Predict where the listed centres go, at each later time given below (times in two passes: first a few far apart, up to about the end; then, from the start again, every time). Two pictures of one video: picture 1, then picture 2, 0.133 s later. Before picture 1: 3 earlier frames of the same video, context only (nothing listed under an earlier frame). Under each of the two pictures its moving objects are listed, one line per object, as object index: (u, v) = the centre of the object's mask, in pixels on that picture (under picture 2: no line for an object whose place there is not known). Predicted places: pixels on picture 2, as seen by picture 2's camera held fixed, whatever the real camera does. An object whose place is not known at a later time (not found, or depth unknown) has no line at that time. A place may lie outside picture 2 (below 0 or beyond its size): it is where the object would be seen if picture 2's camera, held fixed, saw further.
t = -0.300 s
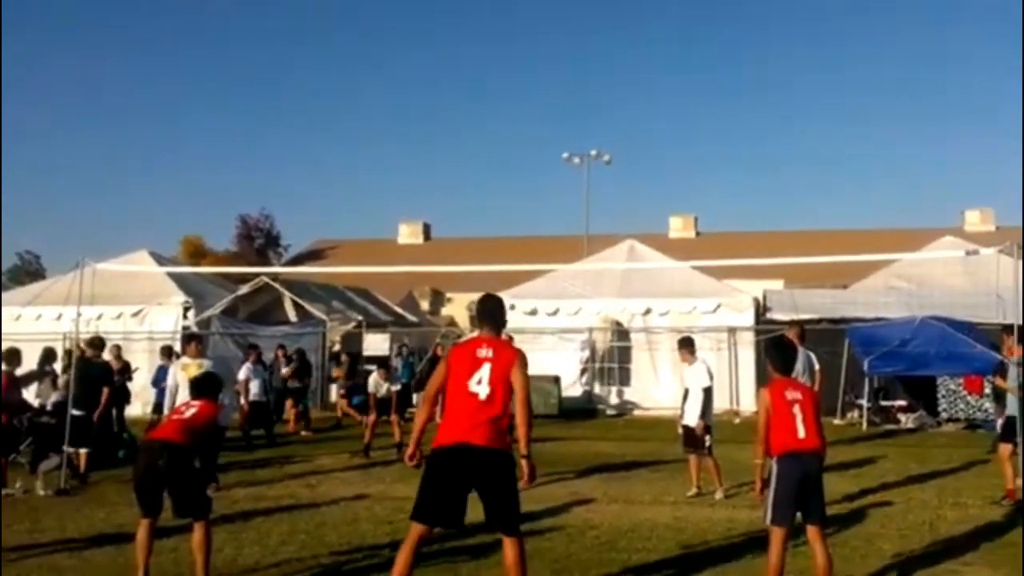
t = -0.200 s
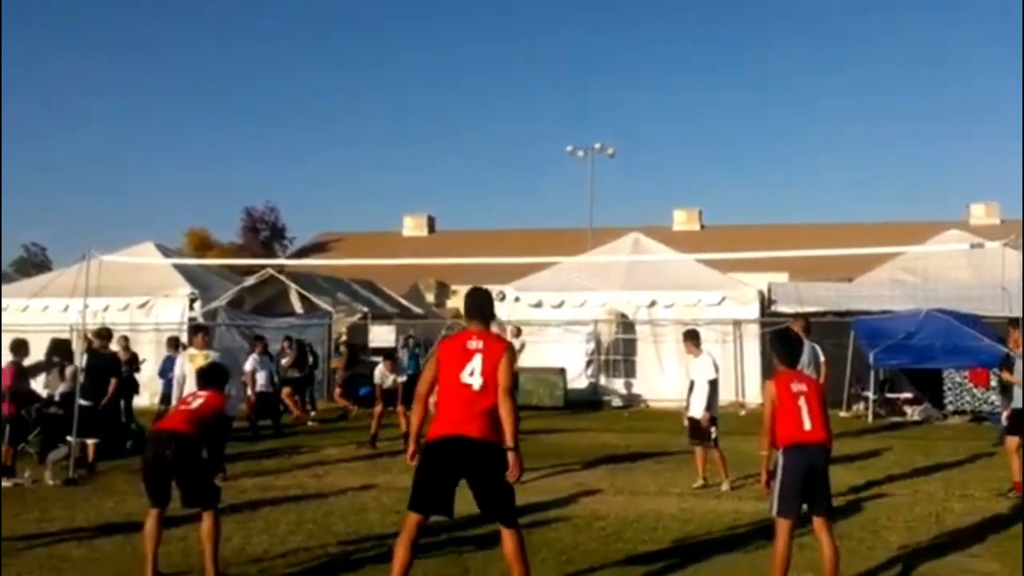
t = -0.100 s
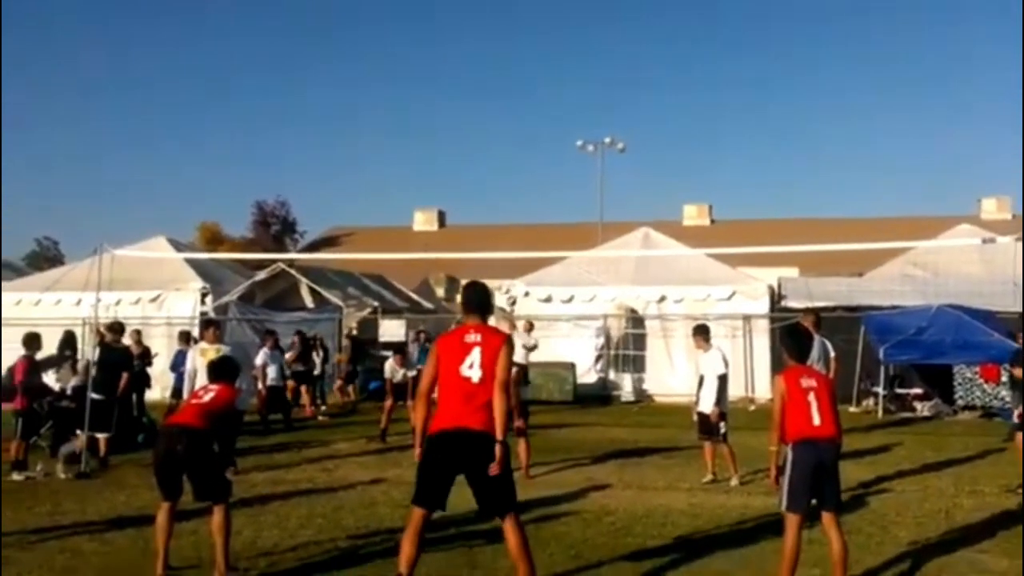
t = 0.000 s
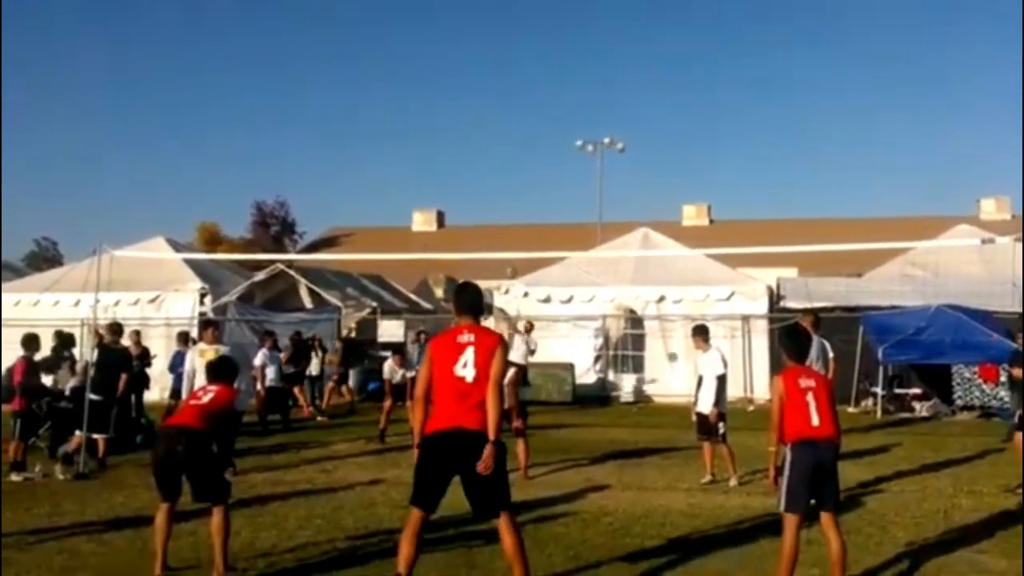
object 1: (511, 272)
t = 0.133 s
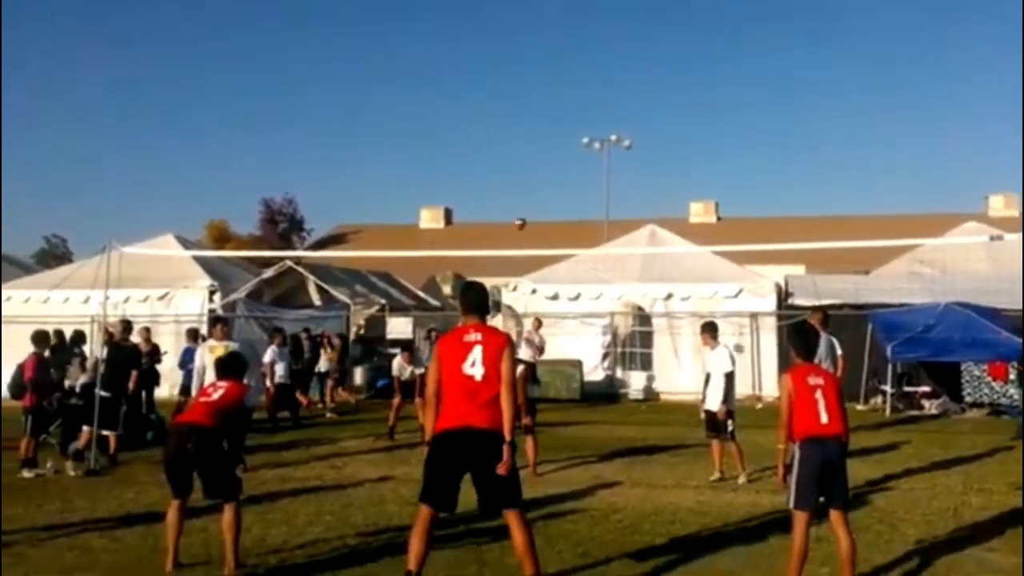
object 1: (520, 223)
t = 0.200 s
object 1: (519, 202)
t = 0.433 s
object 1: (521, 137)
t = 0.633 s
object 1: (519, 101)
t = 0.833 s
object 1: (513, 94)
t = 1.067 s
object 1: (498, 153)
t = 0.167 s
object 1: (519, 212)
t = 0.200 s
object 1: (519, 202)
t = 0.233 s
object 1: (520, 191)
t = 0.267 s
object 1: (520, 181)
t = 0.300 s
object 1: (521, 171)
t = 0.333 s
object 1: (520, 162)
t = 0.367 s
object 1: (520, 154)
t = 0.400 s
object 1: (521, 145)
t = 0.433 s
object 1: (521, 137)
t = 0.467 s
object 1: (521, 130)
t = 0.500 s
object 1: (521, 123)
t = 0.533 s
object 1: (521, 117)
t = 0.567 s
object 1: (521, 111)
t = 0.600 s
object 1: (520, 106)
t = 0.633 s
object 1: (519, 101)
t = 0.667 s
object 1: (518, 98)
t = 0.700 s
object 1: (517, 95)
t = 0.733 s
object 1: (516, 93)
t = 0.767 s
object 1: (516, 92)
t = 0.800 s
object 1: (514, 92)
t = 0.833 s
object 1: (513, 94)
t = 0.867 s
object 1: (512, 97)
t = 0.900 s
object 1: (510, 102)
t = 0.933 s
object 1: (507, 108)
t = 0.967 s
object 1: (505, 117)
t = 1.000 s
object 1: (504, 126)
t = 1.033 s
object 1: (501, 139)
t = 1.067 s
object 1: (498, 153)
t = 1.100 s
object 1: (495, 171)
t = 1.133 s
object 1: (492, 192)
